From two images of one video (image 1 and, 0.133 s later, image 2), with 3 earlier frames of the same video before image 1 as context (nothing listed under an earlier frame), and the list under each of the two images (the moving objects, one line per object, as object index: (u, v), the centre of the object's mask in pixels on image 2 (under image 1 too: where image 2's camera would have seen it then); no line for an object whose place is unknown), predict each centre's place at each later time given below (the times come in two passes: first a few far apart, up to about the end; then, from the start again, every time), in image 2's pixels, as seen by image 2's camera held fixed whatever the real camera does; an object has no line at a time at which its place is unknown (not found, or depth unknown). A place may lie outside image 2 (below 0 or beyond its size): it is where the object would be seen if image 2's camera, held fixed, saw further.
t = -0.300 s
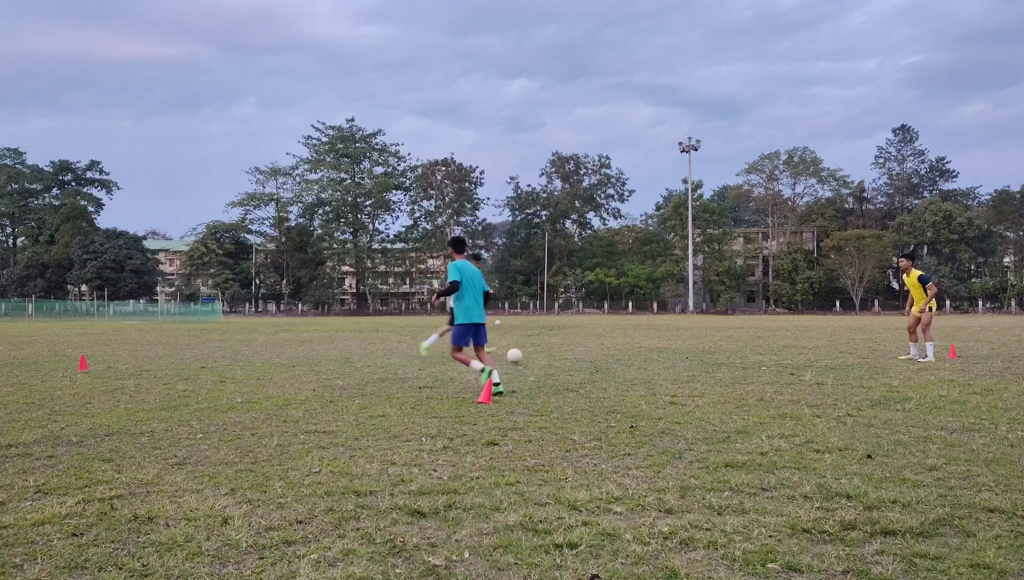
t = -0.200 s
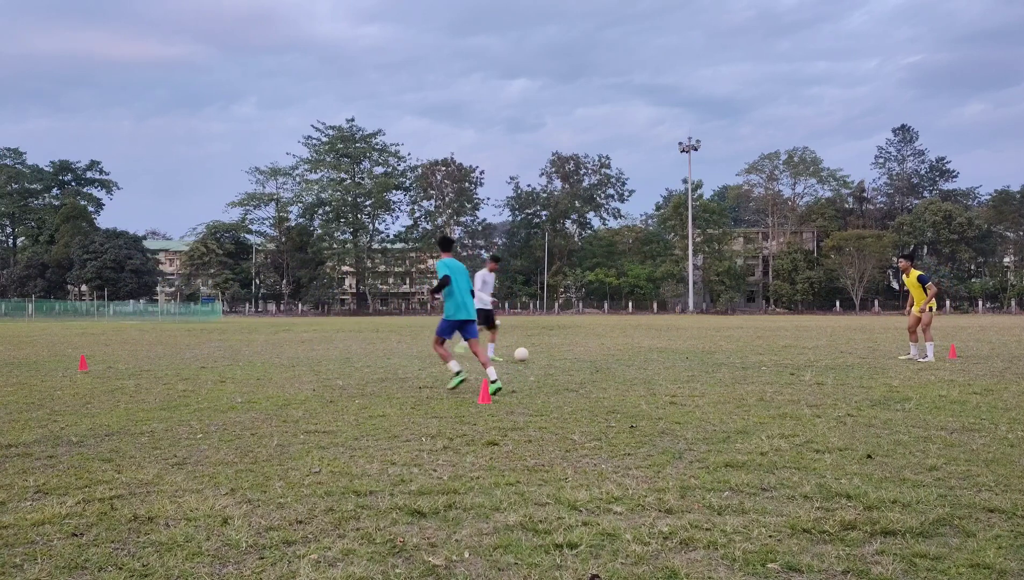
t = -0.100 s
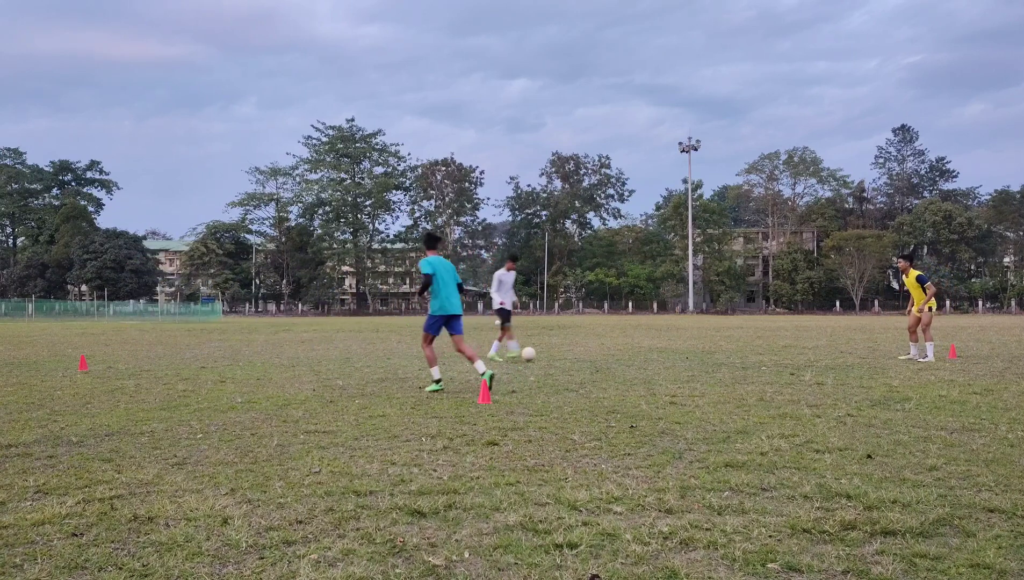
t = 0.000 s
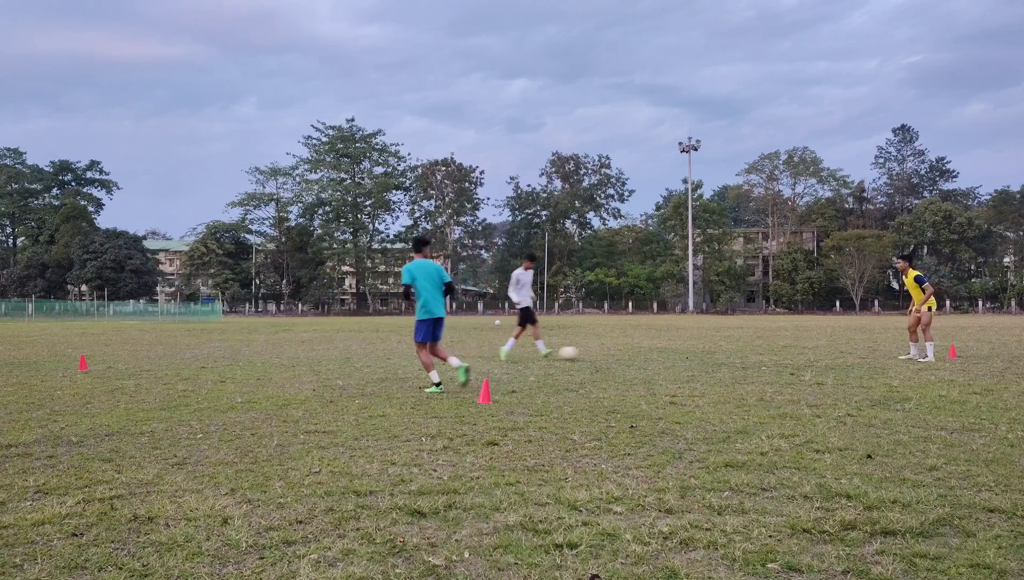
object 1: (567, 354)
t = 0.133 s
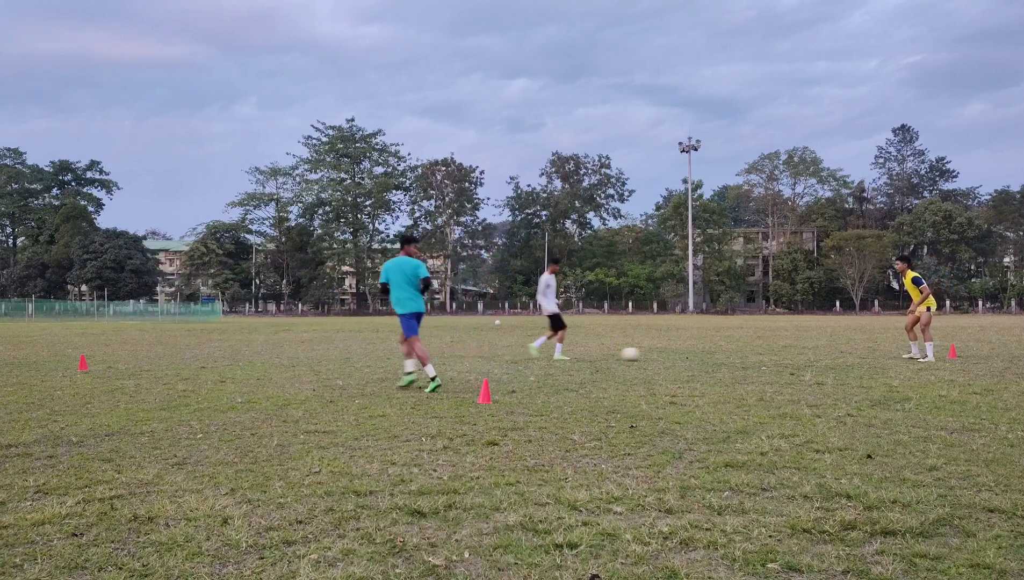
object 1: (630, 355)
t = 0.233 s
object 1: (668, 349)
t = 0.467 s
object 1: (755, 352)
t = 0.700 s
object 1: (833, 354)
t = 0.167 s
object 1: (643, 352)
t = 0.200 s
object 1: (655, 351)
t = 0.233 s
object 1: (668, 349)
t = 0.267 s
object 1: (681, 349)
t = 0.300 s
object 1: (694, 350)
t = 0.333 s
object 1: (706, 351)
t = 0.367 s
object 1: (720, 353)
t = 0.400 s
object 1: (732, 354)
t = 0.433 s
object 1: (744, 353)
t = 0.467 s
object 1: (755, 352)
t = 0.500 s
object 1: (766, 352)
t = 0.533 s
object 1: (778, 353)
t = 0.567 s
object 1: (789, 355)
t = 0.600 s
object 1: (800, 354)
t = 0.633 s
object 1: (811, 353)
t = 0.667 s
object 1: (822, 353)
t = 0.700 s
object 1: (833, 354)
